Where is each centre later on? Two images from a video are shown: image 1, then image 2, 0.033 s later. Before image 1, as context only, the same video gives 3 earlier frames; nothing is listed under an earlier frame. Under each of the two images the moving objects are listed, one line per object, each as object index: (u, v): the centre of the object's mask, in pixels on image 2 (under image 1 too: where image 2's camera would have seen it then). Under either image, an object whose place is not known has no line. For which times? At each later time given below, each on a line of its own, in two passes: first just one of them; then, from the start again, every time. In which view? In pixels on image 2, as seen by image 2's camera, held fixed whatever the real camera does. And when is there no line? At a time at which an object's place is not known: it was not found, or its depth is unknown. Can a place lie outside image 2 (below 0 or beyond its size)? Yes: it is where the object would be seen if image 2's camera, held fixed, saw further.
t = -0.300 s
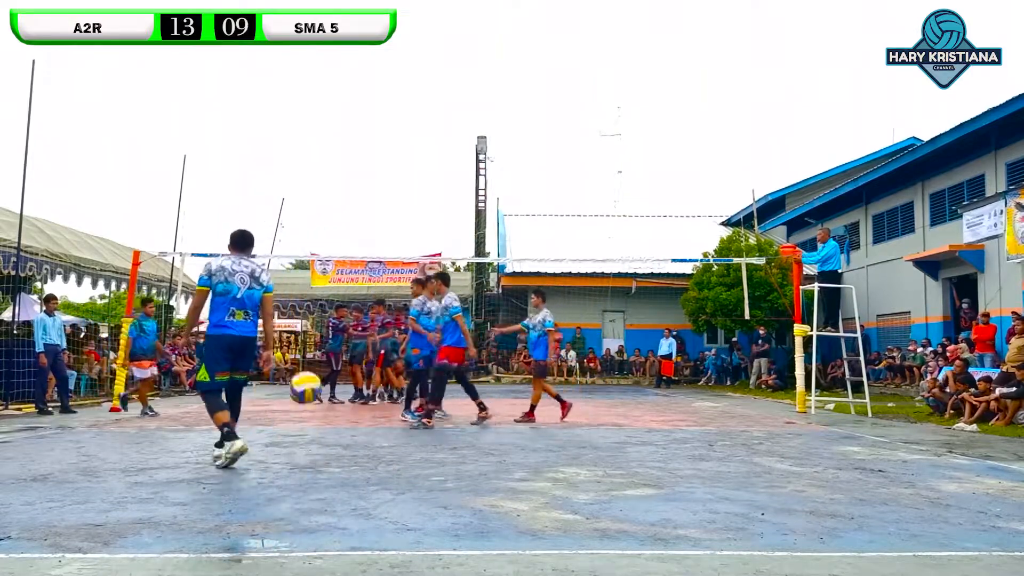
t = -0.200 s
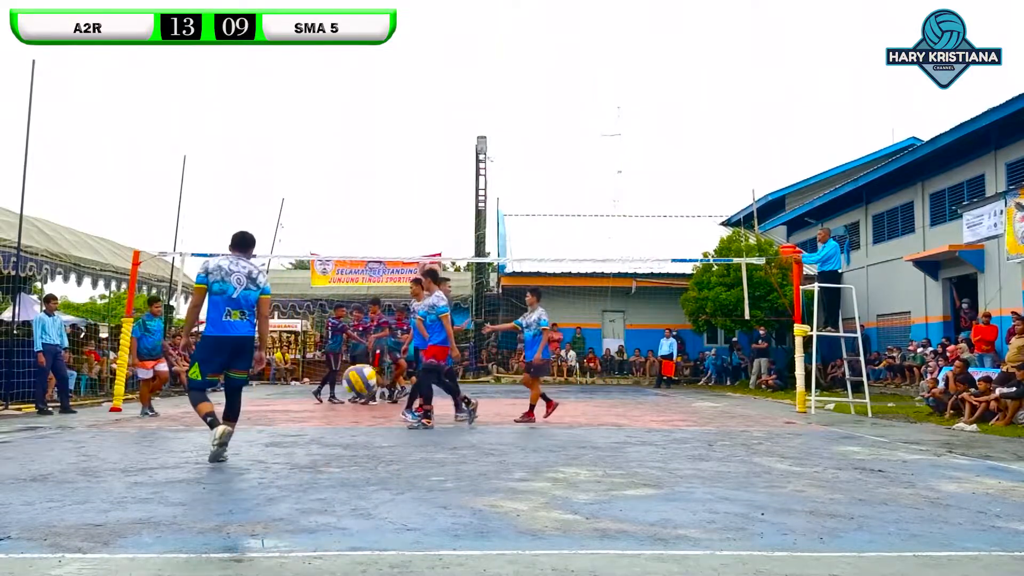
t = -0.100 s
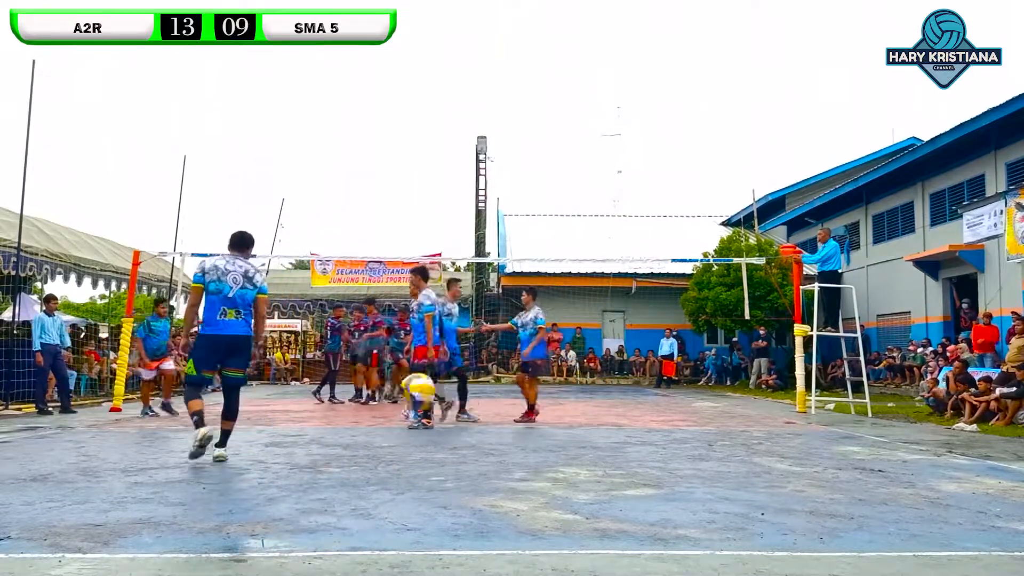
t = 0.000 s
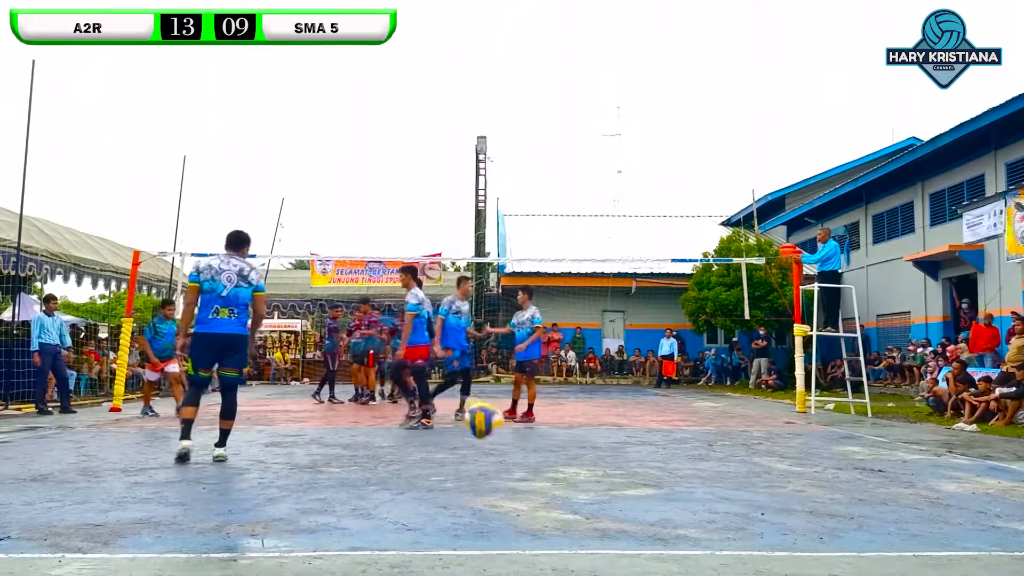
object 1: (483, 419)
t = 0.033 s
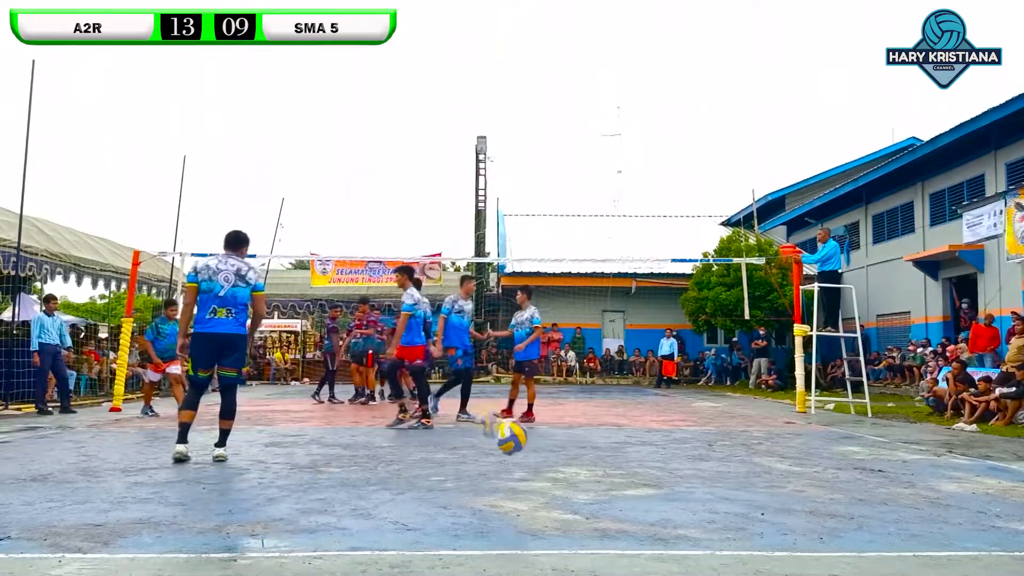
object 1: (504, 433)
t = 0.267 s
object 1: (668, 459)
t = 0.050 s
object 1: (508, 437)
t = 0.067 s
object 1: (528, 449)
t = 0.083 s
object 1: (535, 457)
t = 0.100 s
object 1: (550, 470)
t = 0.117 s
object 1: (560, 478)
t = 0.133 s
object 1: (577, 493)
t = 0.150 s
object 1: (584, 498)
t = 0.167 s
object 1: (598, 492)
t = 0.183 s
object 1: (608, 487)
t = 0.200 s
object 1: (623, 480)
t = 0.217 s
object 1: (630, 473)
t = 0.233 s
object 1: (644, 466)
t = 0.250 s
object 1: (655, 463)
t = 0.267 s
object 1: (668, 459)
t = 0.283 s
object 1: (679, 454)
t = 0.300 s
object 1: (692, 449)
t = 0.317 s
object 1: (705, 446)
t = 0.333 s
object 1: (721, 443)
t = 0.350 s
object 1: (730, 441)
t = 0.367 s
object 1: (746, 439)
